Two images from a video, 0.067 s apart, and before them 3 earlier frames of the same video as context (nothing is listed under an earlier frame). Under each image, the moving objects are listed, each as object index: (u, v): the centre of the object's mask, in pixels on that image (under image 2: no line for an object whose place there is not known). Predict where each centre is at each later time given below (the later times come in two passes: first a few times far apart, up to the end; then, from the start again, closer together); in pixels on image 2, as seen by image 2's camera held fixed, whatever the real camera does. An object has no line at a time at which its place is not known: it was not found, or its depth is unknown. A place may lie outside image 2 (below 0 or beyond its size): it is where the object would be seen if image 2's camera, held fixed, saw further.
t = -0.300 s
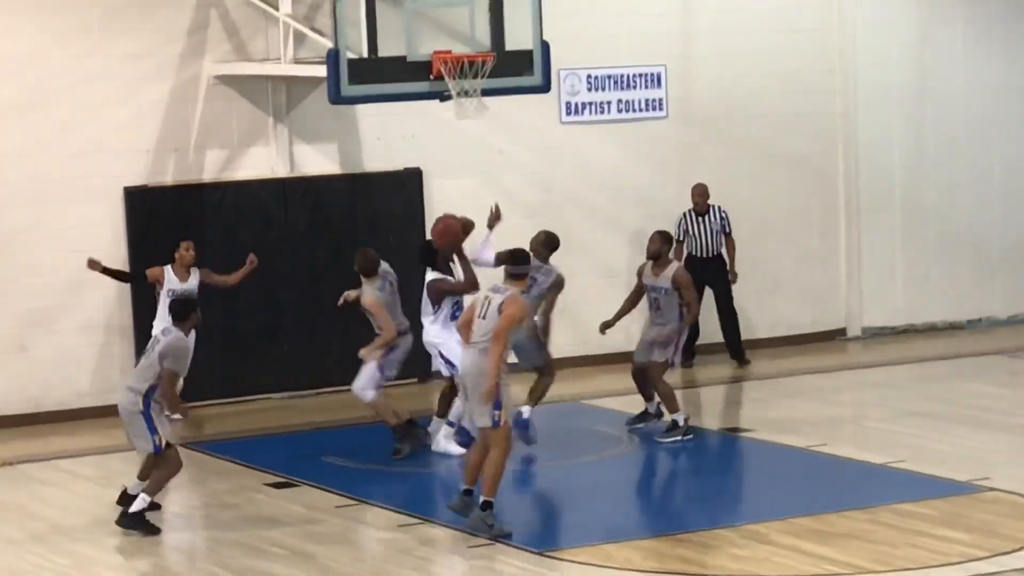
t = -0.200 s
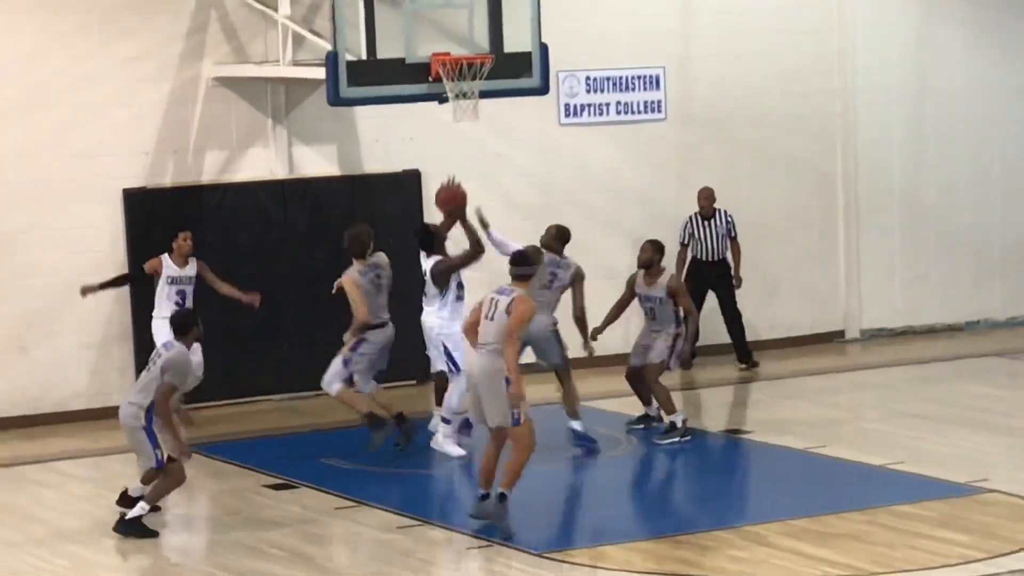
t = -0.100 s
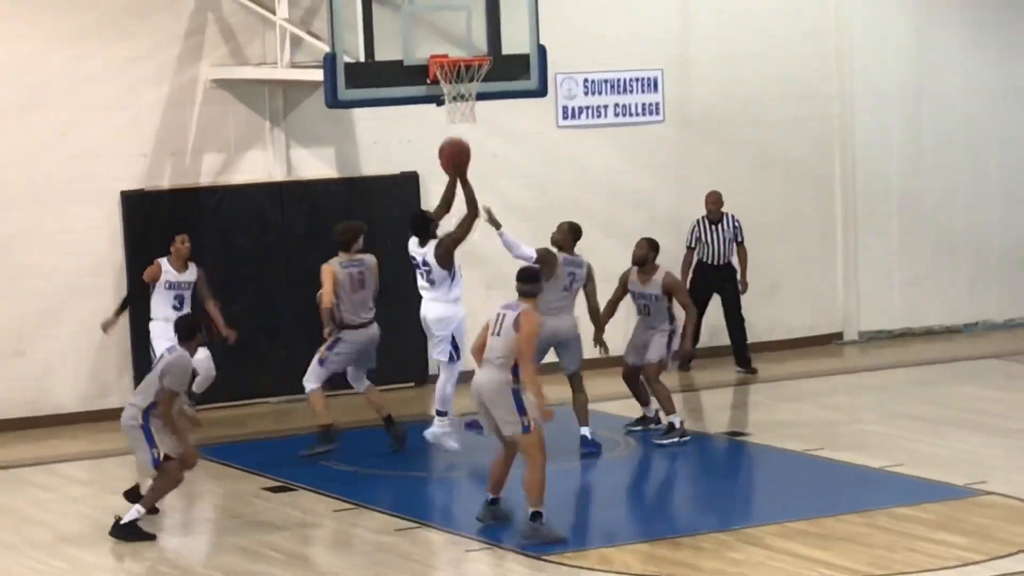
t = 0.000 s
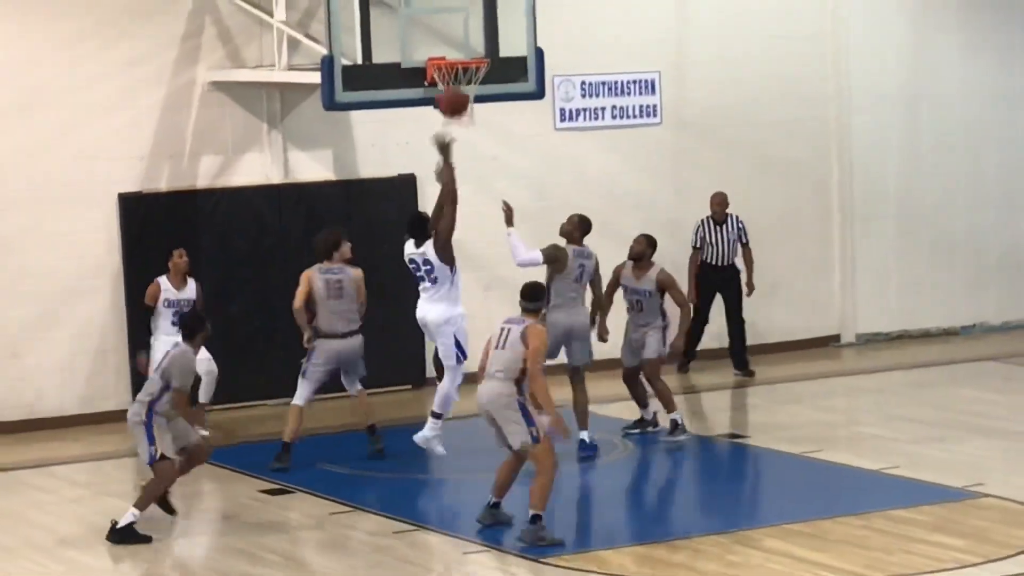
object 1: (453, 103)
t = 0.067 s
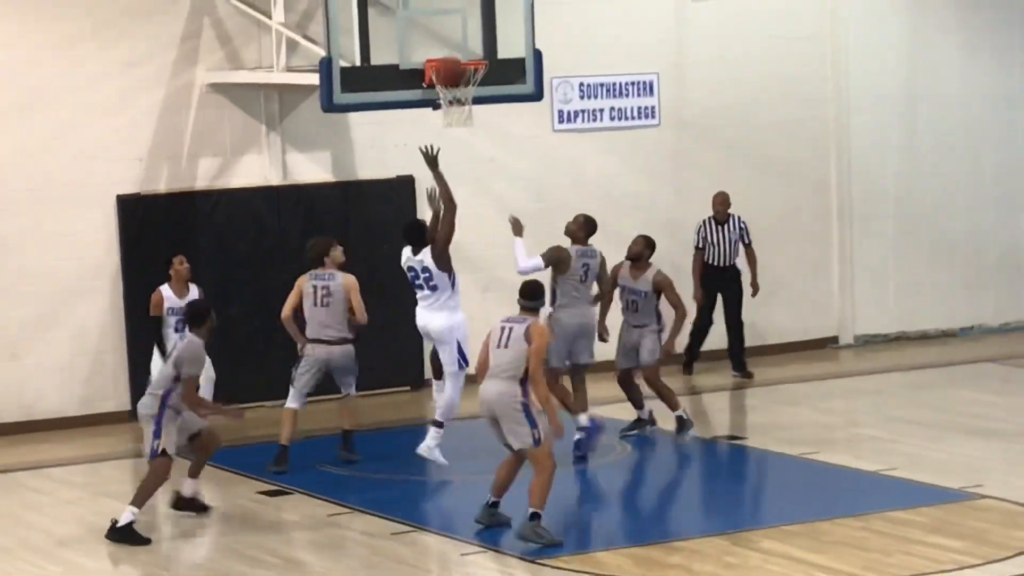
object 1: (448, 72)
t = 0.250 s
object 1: (449, 20)
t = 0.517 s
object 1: (452, 23)
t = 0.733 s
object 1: (457, 91)
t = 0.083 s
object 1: (450, 68)
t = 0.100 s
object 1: (450, 62)
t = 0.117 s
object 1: (450, 53)
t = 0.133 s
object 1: (450, 47)
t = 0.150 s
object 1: (450, 43)
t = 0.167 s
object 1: (449, 39)
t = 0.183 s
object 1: (449, 34)
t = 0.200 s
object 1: (449, 30)
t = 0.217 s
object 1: (450, 26)
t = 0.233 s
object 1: (449, 23)
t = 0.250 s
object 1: (449, 20)
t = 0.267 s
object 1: (449, 18)
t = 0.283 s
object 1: (450, 16)
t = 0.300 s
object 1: (450, 13)
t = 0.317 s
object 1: (450, 12)
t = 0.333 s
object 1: (450, 11)
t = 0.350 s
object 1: (450, 11)
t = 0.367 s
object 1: (450, 10)
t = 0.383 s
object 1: (450, 10)
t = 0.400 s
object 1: (450, 10)
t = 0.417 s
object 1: (451, 11)
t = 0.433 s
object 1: (451, 12)
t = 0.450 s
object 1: (451, 14)
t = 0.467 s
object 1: (451, 15)
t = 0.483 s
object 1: (451, 18)
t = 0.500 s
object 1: (452, 19)
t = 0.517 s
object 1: (452, 23)
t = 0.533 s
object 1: (452, 26)
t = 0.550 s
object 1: (452, 29)
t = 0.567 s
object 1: (452, 33)
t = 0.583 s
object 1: (453, 37)
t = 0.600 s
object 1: (453, 42)
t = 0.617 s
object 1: (453, 46)
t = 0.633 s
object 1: (454, 50)
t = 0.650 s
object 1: (454, 53)
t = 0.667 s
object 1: (455, 56)
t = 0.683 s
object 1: (455, 57)
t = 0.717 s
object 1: (454, 81)
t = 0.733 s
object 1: (457, 91)
